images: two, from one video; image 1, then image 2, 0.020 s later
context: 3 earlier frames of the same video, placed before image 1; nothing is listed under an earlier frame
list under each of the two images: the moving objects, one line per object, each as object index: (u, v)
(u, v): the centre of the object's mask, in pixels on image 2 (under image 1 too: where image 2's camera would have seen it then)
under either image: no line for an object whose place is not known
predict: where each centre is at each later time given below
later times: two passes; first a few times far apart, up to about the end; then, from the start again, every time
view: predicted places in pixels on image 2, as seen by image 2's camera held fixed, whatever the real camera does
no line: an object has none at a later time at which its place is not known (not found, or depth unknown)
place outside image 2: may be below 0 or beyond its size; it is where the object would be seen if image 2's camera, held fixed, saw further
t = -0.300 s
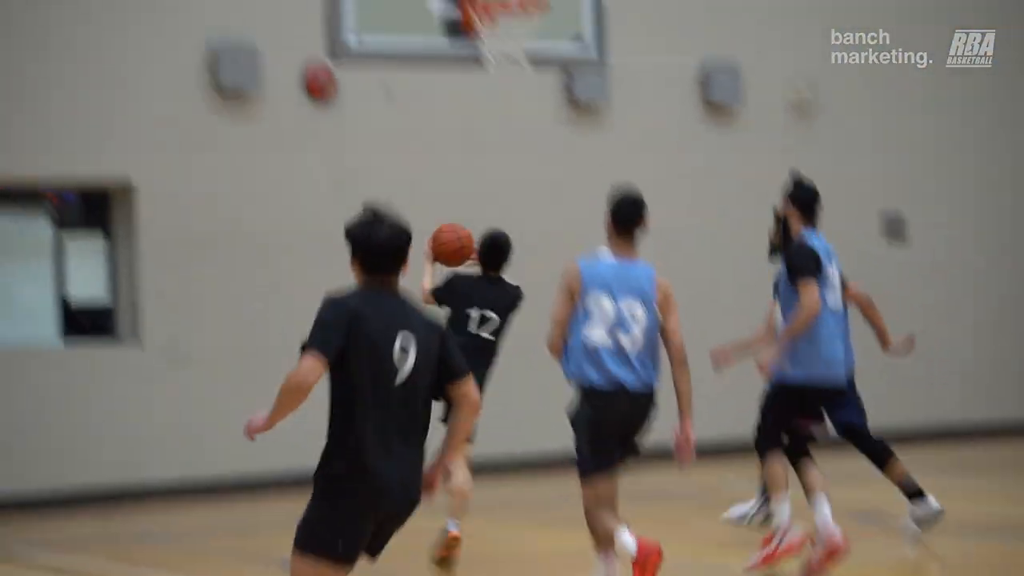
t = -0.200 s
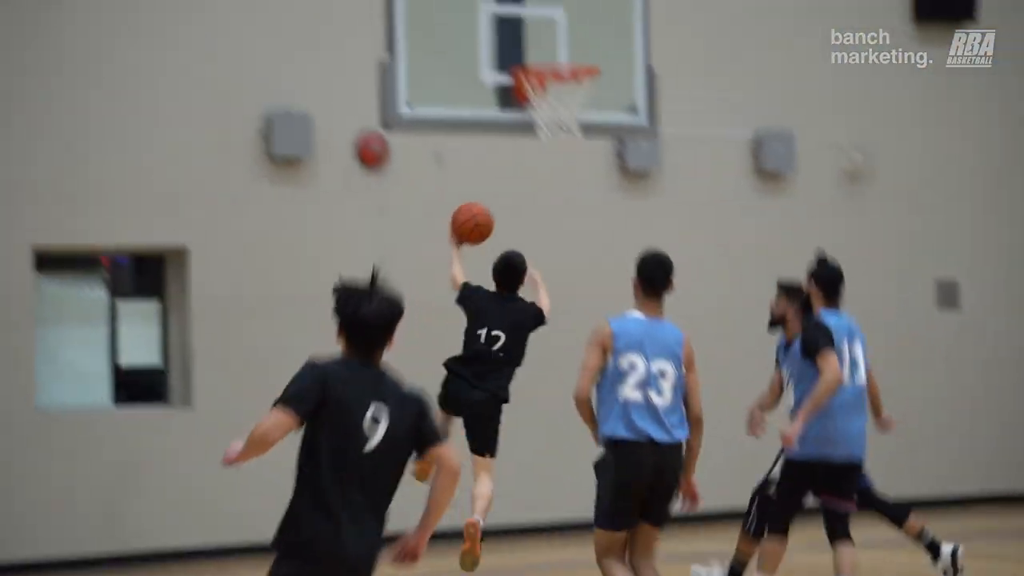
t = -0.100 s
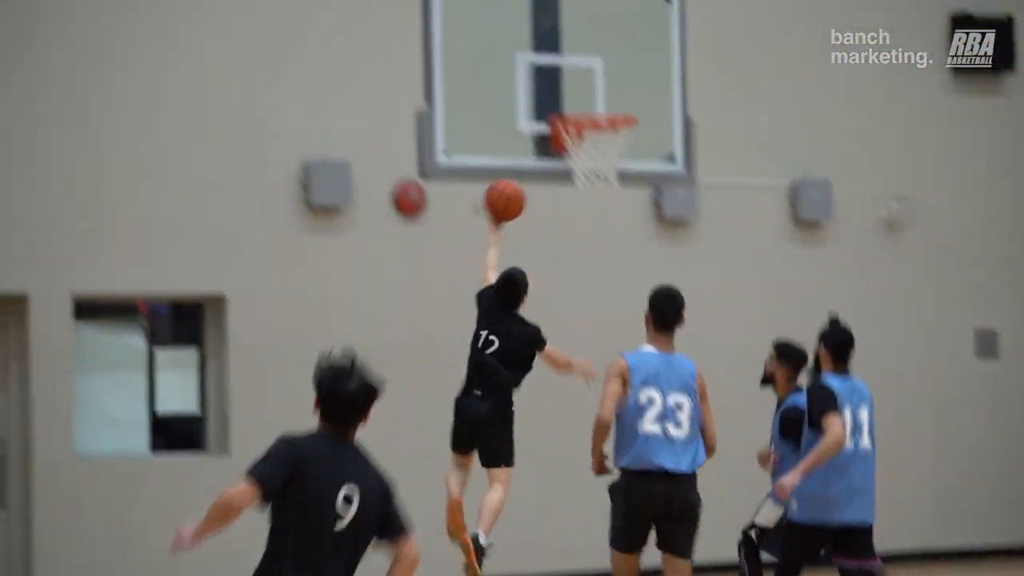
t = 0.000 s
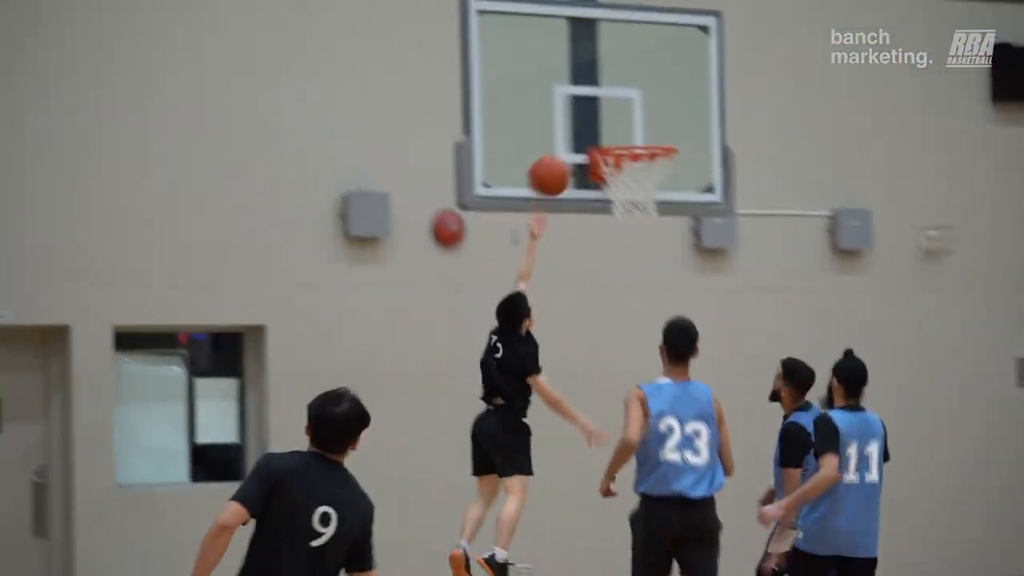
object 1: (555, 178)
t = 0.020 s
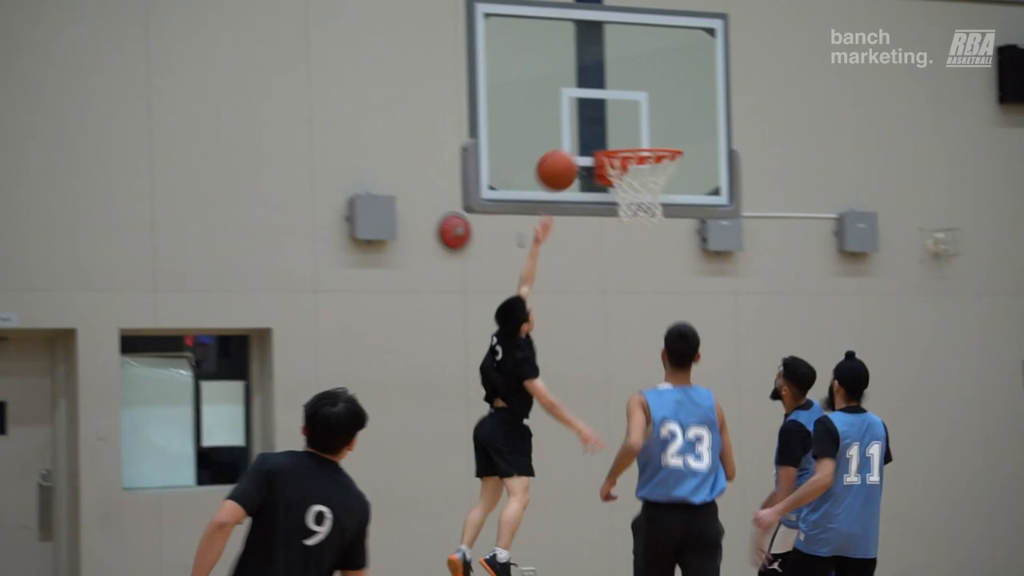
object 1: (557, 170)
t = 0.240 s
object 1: (581, 118)
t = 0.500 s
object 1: (642, 135)
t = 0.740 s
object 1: (652, 184)
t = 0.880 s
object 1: (643, 208)
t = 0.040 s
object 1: (557, 162)
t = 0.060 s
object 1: (559, 155)
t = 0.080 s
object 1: (560, 149)
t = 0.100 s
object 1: (562, 143)
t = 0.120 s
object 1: (563, 138)
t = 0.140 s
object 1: (564, 134)
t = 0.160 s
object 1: (566, 130)
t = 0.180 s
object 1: (567, 127)
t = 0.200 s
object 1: (571, 124)
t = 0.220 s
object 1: (576, 121)
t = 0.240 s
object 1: (581, 118)
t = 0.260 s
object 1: (586, 116)
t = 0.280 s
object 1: (591, 115)
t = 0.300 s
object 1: (596, 115)
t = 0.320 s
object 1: (601, 114)
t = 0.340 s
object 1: (605, 116)
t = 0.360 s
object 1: (611, 117)
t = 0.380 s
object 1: (616, 119)
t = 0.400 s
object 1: (621, 122)
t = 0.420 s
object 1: (626, 125)
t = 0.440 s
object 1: (631, 129)
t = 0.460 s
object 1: (637, 132)
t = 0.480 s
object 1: (641, 135)
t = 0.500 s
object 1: (642, 135)
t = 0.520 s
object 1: (644, 136)
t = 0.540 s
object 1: (645, 137)
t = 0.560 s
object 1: (647, 147)
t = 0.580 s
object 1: (648, 151)
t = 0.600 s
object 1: (649, 155)
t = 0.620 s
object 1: (651, 160)
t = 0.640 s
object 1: (654, 165)
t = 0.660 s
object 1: (653, 170)
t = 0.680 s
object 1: (654, 175)
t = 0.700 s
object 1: (652, 178)
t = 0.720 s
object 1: (652, 181)
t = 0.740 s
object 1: (652, 184)
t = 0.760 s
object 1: (651, 186)
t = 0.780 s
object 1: (649, 188)
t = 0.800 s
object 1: (649, 191)
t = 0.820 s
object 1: (647, 195)
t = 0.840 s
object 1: (646, 200)
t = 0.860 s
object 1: (645, 203)
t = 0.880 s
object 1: (643, 208)
